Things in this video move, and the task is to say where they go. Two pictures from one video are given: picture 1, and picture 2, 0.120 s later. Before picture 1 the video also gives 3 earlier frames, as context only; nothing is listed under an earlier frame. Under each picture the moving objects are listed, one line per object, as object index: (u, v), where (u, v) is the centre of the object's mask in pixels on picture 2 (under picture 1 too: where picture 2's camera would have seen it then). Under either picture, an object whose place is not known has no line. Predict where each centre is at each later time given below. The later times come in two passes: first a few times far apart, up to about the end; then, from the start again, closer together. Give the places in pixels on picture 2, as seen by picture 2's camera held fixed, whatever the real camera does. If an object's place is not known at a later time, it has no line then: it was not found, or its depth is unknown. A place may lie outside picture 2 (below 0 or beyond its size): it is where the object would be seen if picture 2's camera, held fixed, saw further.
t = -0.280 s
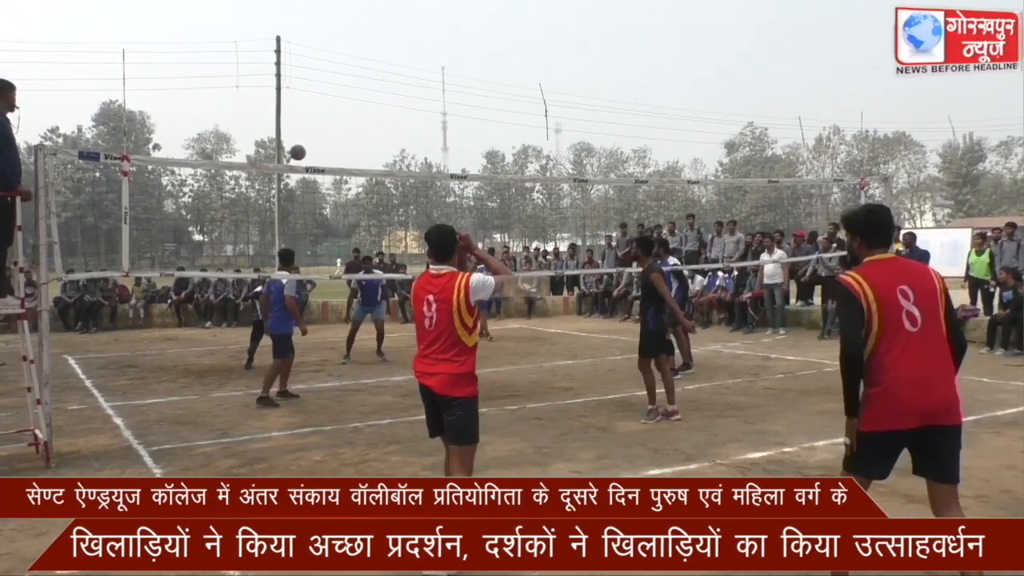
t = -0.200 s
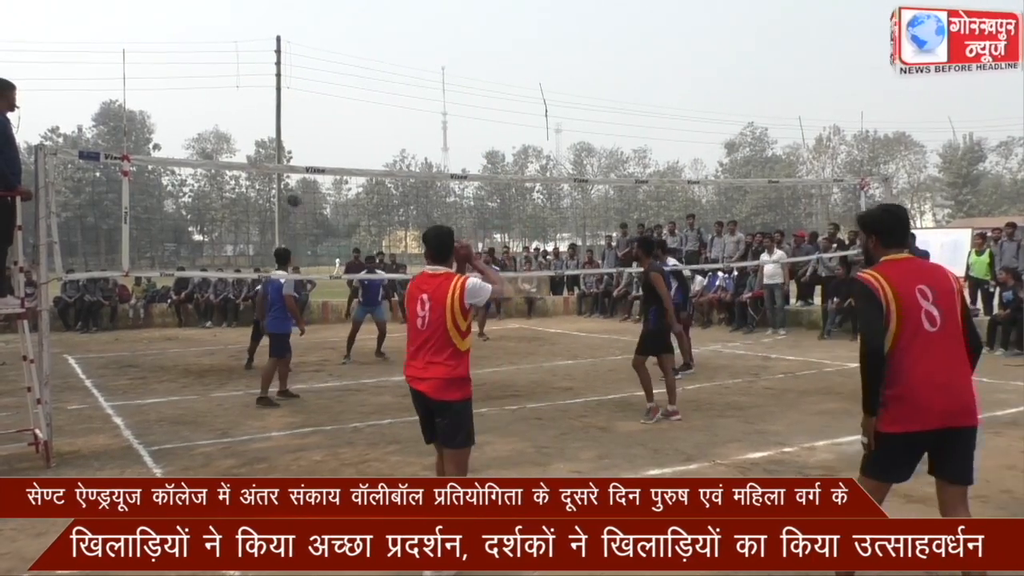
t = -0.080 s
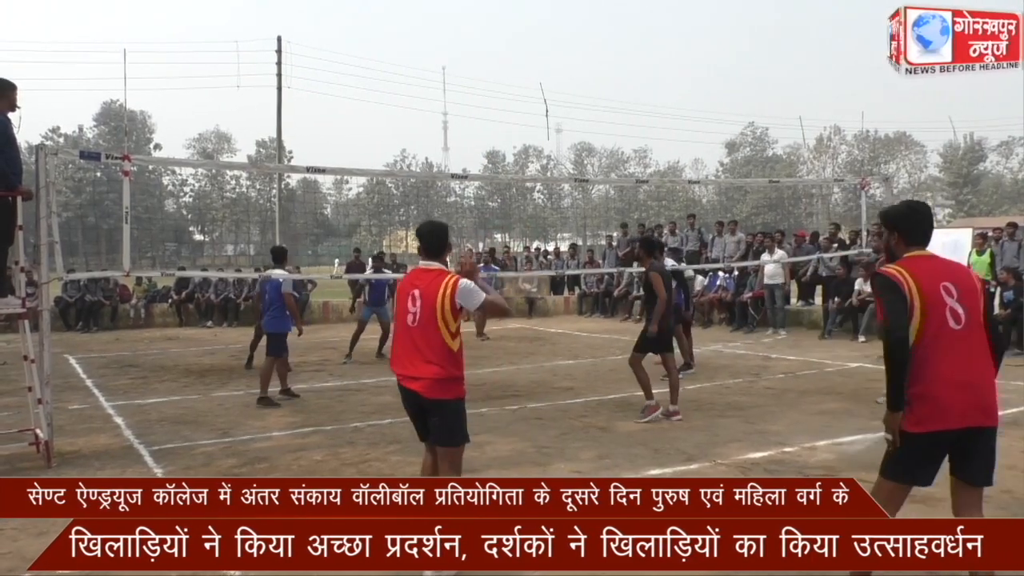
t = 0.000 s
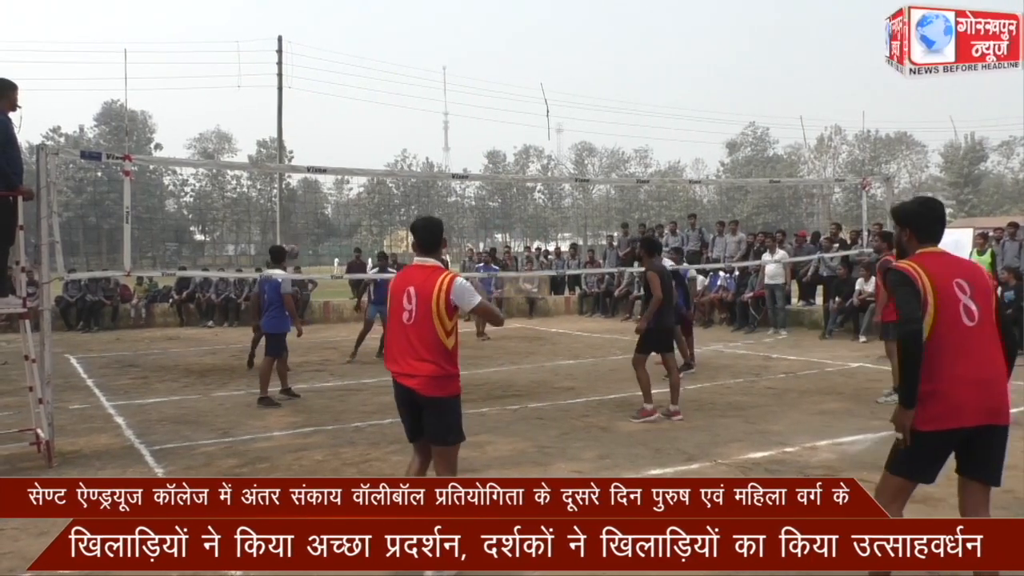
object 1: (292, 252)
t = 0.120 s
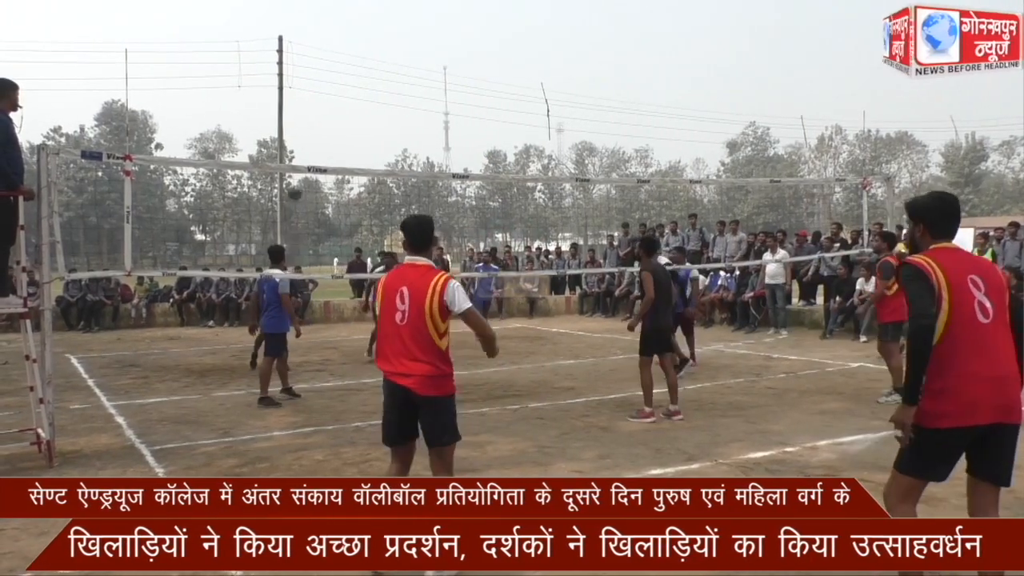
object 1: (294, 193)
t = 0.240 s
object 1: (298, 140)
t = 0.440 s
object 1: (303, 74)
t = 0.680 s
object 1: (311, 30)
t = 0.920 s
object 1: (321, 29)
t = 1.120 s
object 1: (330, 65)
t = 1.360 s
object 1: (343, 153)
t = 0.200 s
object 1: (296, 156)
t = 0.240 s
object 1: (298, 140)
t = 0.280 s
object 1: (298, 125)
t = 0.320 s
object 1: (299, 110)
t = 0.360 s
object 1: (300, 97)
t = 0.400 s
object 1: (301, 85)
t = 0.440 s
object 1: (303, 74)
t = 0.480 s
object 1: (304, 63)
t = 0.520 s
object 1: (305, 54)
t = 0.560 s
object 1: (307, 46)
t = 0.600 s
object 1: (308, 40)
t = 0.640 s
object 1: (310, 34)
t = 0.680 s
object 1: (311, 30)
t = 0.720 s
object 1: (312, 26)
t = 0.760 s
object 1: (314, 24)
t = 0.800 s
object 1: (316, 24)
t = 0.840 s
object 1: (317, 24)
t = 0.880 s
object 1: (319, 26)
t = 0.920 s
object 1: (321, 29)
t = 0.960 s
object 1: (322, 34)
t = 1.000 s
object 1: (324, 39)
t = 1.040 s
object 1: (326, 46)
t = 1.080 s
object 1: (328, 55)
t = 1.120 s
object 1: (330, 65)
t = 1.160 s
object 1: (332, 76)
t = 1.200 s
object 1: (334, 89)
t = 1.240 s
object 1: (336, 103)
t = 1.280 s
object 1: (338, 118)
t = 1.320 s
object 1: (341, 135)
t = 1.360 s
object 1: (343, 153)
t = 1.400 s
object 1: (345, 179)
